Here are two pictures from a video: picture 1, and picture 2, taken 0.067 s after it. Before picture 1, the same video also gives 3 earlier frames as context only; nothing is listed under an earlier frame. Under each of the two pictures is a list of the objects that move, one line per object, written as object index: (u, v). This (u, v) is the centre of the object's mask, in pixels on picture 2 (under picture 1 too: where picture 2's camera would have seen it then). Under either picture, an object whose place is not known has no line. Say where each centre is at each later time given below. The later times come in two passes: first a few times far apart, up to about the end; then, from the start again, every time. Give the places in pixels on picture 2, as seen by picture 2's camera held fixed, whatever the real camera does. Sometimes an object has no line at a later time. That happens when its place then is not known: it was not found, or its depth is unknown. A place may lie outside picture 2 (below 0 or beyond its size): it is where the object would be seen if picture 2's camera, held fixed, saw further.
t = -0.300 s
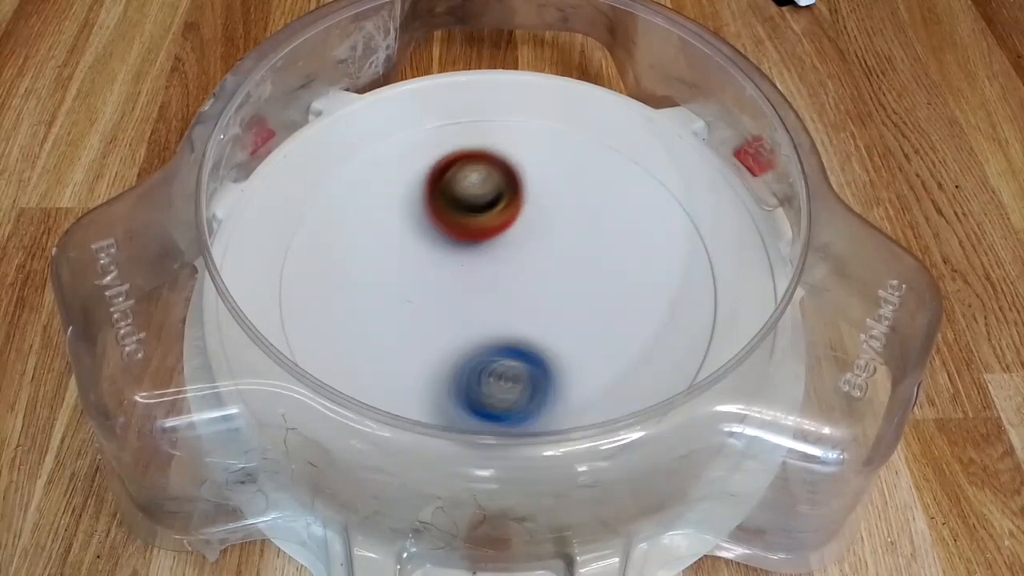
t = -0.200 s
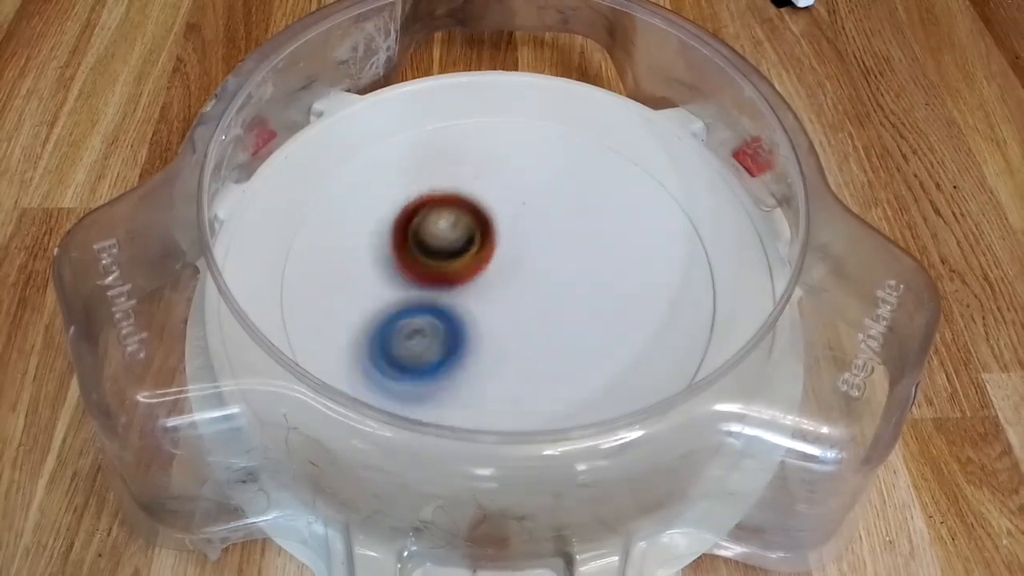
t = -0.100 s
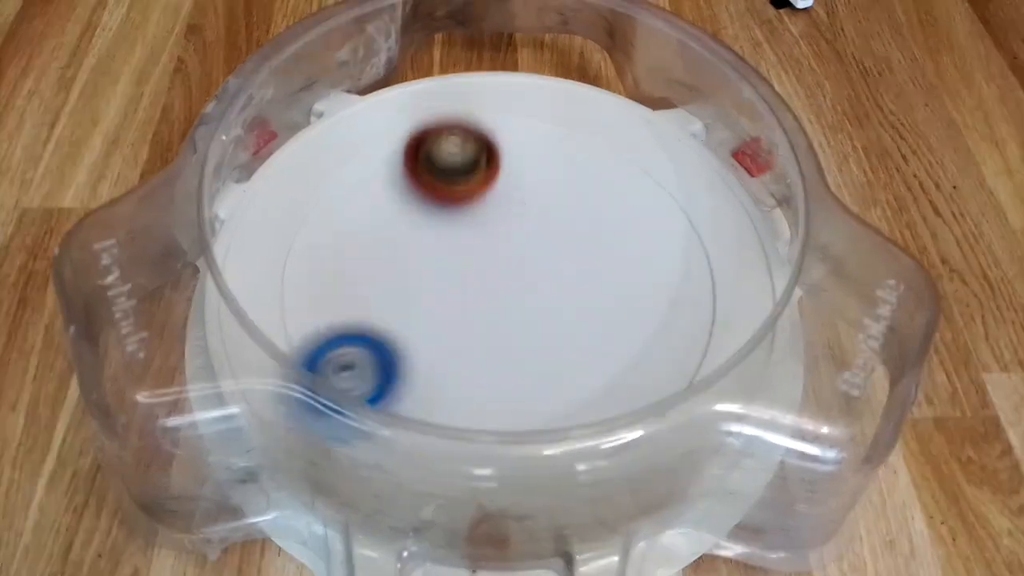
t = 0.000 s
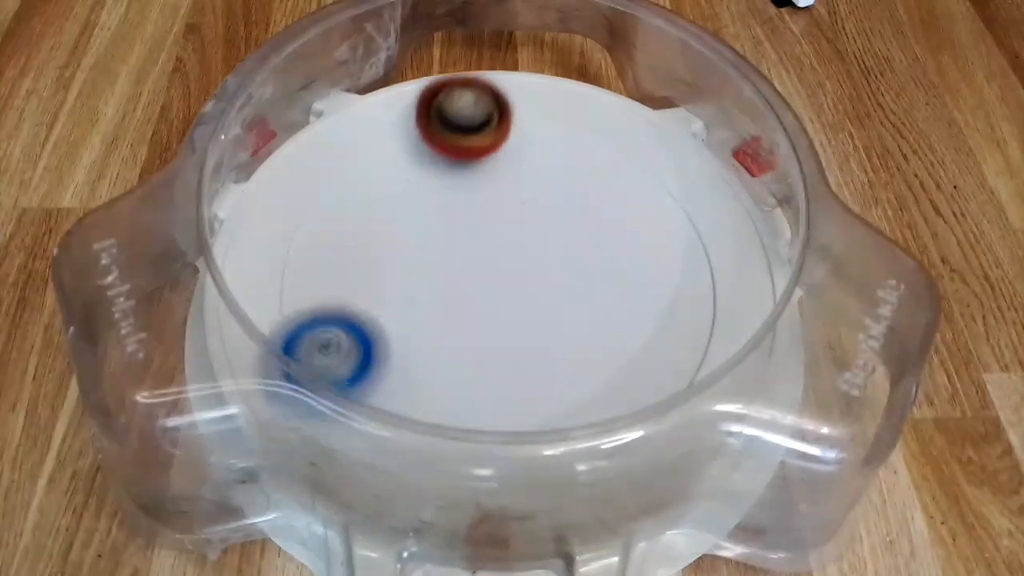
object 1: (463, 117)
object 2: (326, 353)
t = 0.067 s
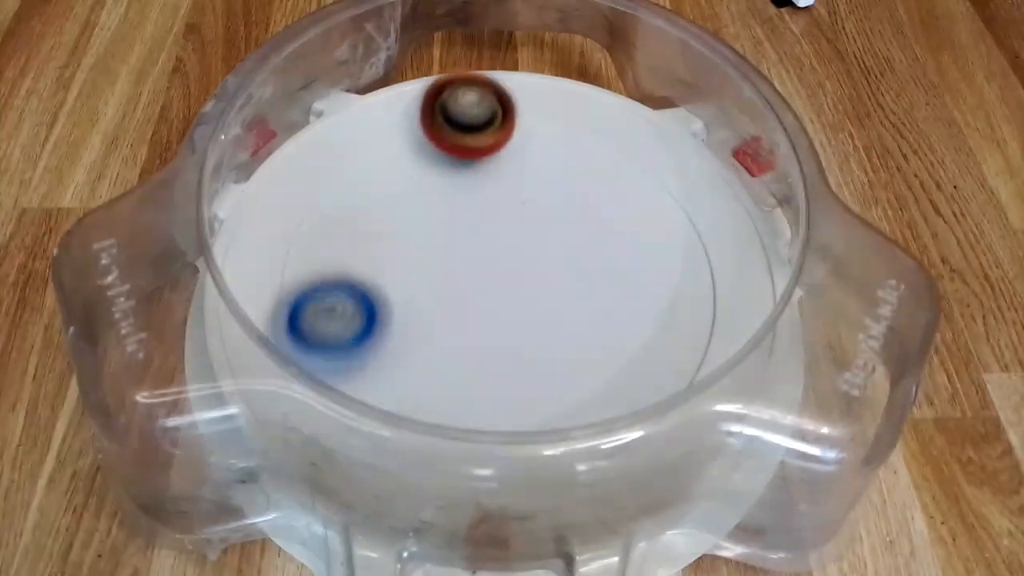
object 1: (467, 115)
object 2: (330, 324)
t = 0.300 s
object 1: (634, 156)
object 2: (282, 223)
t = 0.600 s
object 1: (396, 413)
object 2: (308, 201)
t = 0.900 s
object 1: (387, 306)
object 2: (499, 261)
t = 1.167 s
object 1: (459, 191)
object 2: (655, 369)
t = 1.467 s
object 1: (556, 248)
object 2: (500, 400)
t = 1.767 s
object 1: (607, 246)
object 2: (448, 299)
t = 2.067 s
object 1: (587, 127)
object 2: (501, 253)
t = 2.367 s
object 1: (396, 142)
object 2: (415, 312)
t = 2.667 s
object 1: (337, 250)
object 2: (468, 346)
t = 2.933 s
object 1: (361, 262)
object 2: (611, 383)
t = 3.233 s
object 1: (508, 249)
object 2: (605, 383)
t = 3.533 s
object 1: (532, 202)
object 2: (576, 301)
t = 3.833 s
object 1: (470, 155)
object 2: (539, 304)
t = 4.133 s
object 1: (364, 149)
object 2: (540, 338)
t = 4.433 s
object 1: (441, 142)
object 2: (541, 302)
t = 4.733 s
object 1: (442, 209)
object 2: (541, 388)
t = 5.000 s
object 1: (560, 245)
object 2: (440, 348)
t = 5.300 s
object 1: (600, 211)
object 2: (485, 250)
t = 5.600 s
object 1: (651, 195)
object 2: (531, 246)
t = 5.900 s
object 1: (645, 217)
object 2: (448, 262)
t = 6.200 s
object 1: (522, 311)
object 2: (479, 229)
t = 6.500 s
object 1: (502, 401)
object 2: (512, 246)
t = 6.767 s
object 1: (524, 369)
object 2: (473, 284)
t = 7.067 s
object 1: (577, 349)
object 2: (428, 189)
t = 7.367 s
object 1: (569, 279)
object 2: (480, 212)
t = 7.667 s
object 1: (584, 331)
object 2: (426, 260)
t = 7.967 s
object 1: (539, 247)
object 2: (387, 263)
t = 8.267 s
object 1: (596, 230)
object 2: (433, 305)
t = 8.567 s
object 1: (516, 228)
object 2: (493, 345)
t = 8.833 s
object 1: (494, 240)
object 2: (546, 346)
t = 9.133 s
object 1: (435, 165)
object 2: (591, 359)
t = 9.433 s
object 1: (438, 222)
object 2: (539, 304)
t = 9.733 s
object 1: (451, 269)
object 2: (565, 256)
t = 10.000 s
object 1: (457, 294)
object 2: (576, 223)
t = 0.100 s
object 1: (467, 119)
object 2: (332, 306)
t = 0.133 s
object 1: (466, 133)
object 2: (338, 285)
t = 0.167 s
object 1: (464, 148)
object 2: (347, 262)
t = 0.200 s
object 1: (462, 168)
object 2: (358, 241)
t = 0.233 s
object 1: (484, 182)
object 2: (350, 227)
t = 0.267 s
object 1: (559, 175)
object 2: (309, 225)
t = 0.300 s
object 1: (634, 156)
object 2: (282, 223)
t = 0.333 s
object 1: (694, 153)
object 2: (266, 224)
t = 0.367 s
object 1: (677, 186)
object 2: (260, 225)
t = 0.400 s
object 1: (649, 234)
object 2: (260, 223)
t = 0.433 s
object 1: (618, 259)
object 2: (264, 221)
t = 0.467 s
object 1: (578, 297)
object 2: (271, 219)
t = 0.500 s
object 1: (532, 346)
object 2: (280, 217)
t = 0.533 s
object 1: (487, 364)
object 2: (285, 210)
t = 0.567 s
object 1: (441, 383)
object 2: (294, 204)
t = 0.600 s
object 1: (396, 413)
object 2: (308, 201)
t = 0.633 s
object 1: (367, 406)
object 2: (327, 194)
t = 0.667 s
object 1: (340, 406)
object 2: (351, 192)
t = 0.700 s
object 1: (322, 402)
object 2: (374, 192)
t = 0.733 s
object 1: (316, 381)
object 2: (399, 197)
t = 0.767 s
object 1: (316, 370)
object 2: (422, 205)
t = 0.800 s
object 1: (333, 349)
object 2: (445, 218)
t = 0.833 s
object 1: (342, 338)
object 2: (465, 232)
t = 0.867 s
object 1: (360, 327)
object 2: (484, 247)
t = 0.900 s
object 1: (387, 306)
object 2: (499, 261)
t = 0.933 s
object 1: (411, 286)
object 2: (519, 279)
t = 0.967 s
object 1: (408, 269)
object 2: (555, 294)
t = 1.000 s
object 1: (408, 252)
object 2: (587, 308)
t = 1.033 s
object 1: (413, 232)
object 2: (613, 322)
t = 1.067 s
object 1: (422, 217)
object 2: (637, 336)
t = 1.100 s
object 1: (432, 207)
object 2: (650, 349)
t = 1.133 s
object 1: (445, 193)
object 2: (657, 361)
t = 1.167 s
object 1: (459, 191)
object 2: (655, 369)
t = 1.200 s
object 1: (474, 185)
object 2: (657, 391)
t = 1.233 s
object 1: (490, 184)
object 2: (638, 398)
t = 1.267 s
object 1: (504, 188)
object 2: (627, 403)
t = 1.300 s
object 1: (516, 190)
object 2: (591, 396)
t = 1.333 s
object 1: (527, 197)
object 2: (571, 400)
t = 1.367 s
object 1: (539, 206)
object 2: (552, 401)
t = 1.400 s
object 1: (548, 220)
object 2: (534, 402)
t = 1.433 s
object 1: (554, 237)
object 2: (516, 402)
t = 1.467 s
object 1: (556, 248)
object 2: (500, 400)
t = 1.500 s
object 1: (556, 269)
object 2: (484, 396)
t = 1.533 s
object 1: (555, 283)
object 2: (473, 388)
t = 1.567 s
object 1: (554, 292)
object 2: (466, 375)
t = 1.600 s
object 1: (558, 295)
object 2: (460, 361)
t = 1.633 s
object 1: (565, 289)
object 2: (454, 347)
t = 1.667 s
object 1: (571, 283)
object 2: (456, 332)
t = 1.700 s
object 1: (575, 276)
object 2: (463, 318)
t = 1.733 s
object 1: (586, 264)
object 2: (459, 306)
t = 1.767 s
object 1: (607, 246)
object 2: (448, 299)
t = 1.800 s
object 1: (623, 227)
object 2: (442, 288)
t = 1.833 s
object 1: (633, 213)
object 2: (442, 277)
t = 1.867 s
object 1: (637, 197)
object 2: (447, 265)
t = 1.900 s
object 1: (635, 184)
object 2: (455, 255)
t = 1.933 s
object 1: (628, 171)
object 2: (467, 246)
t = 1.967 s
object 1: (615, 160)
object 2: (480, 238)
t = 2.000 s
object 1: (599, 153)
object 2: (496, 233)
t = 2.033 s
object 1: (580, 150)
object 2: (511, 231)
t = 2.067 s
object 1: (587, 127)
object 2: (501, 253)
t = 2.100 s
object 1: (601, 92)
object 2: (485, 280)
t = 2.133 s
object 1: (591, 76)
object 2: (471, 301)
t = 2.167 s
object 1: (561, 74)
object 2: (459, 317)
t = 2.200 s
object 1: (530, 72)
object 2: (449, 326)
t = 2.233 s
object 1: (500, 74)
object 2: (441, 329)
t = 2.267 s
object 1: (471, 79)
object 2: (432, 329)
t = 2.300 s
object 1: (441, 90)
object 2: (425, 325)
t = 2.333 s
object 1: (419, 110)
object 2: (420, 319)
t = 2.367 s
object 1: (396, 142)
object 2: (415, 312)
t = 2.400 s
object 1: (382, 173)
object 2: (410, 303)
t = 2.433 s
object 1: (367, 202)
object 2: (409, 297)
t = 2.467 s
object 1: (343, 198)
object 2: (425, 313)
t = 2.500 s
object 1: (320, 197)
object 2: (440, 325)
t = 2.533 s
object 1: (306, 197)
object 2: (453, 333)
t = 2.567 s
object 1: (299, 203)
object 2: (461, 339)
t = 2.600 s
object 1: (302, 216)
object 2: (466, 342)
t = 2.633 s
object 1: (316, 230)
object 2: (468, 345)
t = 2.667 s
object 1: (337, 250)
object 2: (468, 346)
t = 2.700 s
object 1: (363, 268)
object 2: (467, 349)
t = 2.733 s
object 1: (377, 276)
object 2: (485, 359)
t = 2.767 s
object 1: (359, 266)
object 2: (524, 371)
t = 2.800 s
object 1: (349, 258)
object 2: (560, 381)
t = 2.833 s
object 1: (344, 253)
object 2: (581, 383)
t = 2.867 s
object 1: (345, 253)
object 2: (596, 383)
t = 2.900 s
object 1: (350, 256)
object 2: (605, 383)
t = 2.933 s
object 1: (361, 262)
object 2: (611, 383)
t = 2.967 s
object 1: (375, 269)
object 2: (617, 383)
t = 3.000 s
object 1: (390, 274)
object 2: (615, 384)
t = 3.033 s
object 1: (408, 277)
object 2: (615, 385)
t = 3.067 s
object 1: (427, 275)
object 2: (613, 386)
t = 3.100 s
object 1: (445, 271)
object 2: (609, 387)
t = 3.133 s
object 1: (463, 267)
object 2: (607, 387)
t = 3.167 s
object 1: (480, 263)
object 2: (605, 386)
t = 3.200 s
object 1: (495, 257)
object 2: (605, 385)
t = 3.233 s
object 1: (508, 249)
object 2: (605, 383)
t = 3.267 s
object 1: (518, 242)
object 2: (605, 380)
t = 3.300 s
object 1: (527, 233)
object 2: (603, 376)
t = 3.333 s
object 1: (532, 222)
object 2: (598, 369)
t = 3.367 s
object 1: (536, 217)
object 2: (593, 359)
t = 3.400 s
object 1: (538, 210)
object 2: (591, 348)
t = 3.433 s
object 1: (540, 209)
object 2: (587, 336)
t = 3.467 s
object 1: (538, 205)
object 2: (583, 324)
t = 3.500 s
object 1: (537, 206)
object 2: (580, 313)
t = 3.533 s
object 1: (532, 202)
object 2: (576, 301)
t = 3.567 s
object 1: (529, 203)
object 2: (574, 291)
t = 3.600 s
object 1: (523, 188)
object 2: (576, 296)
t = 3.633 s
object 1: (513, 154)
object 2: (580, 311)
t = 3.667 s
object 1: (504, 128)
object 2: (579, 321)
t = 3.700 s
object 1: (495, 107)
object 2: (575, 325)
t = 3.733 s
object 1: (485, 95)
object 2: (568, 324)
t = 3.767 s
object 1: (479, 109)
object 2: (557, 320)
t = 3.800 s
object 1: (474, 130)
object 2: (549, 314)
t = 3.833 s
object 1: (470, 155)
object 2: (539, 304)
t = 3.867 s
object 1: (466, 174)
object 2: (532, 295)
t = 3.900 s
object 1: (462, 199)
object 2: (526, 286)
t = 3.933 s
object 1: (446, 202)
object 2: (537, 294)
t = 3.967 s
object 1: (421, 187)
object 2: (553, 310)
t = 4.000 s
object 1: (398, 172)
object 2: (565, 320)
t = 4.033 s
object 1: (382, 161)
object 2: (568, 328)
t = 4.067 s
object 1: (372, 154)
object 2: (563, 333)
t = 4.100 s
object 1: (366, 150)
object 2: (553, 336)
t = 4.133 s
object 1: (364, 149)
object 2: (540, 338)
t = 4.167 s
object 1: (365, 150)
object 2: (528, 335)
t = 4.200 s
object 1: (369, 154)
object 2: (515, 330)
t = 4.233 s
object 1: (377, 157)
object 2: (505, 320)
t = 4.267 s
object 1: (390, 163)
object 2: (497, 309)
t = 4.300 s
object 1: (406, 170)
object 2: (493, 296)
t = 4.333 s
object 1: (426, 177)
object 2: (491, 284)
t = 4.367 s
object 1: (445, 185)
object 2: (494, 273)
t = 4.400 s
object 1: (447, 168)
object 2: (516, 286)
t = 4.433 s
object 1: (441, 142)
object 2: (541, 302)
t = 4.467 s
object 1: (436, 123)
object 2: (561, 316)
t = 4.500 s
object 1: (432, 113)
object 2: (574, 329)
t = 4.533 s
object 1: (428, 109)
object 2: (580, 340)
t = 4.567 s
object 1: (428, 119)
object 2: (581, 350)
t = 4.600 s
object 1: (429, 135)
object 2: (579, 360)
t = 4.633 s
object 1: (432, 154)
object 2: (574, 370)
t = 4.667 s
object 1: (434, 172)
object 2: (567, 379)
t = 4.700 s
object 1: (437, 191)
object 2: (555, 384)
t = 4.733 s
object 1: (442, 209)
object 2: (541, 388)
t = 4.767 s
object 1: (449, 225)
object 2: (527, 388)
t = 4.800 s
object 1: (459, 240)
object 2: (511, 386)
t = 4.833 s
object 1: (472, 254)
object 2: (496, 381)
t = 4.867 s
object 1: (487, 264)
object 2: (484, 372)
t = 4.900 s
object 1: (507, 263)
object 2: (470, 370)
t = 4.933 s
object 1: (529, 259)
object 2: (457, 366)
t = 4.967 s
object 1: (546, 253)
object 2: (448, 358)
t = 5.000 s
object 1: (560, 245)
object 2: (440, 348)
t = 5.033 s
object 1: (573, 240)
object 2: (435, 335)
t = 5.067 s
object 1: (582, 235)
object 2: (434, 322)
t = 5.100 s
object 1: (587, 228)
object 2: (435, 308)
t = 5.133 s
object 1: (591, 223)
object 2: (439, 296)
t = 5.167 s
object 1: (593, 219)
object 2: (446, 284)
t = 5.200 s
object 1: (596, 214)
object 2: (454, 273)
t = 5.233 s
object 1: (598, 212)
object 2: (465, 263)
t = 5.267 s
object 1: (600, 211)
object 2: (475, 255)
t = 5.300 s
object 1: (600, 211)
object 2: (485, 250)
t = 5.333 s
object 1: (608, 207)
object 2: (490, 245)
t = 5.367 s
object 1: (617, 203)
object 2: (495, 242)
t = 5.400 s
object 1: (622, 202)
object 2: (504, 238)
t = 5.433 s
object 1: (627, 201)
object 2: (512, 235)
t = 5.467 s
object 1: (640, 199)
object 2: (512, 235)
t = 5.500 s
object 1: (647, 198)
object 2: (517, 236)
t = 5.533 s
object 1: (650, 197)
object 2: (524, 237)
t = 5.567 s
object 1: (647, 197)
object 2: (532, 240)
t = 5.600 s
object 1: (651, 195)
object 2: (531, 246)
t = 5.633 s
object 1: (659, 191)
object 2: (525, 253)
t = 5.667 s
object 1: (663, 187)
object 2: (517, 260)
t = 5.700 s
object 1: (664, 184)
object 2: (509, 265)
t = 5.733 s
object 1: (663, 182)
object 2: (499, 267)
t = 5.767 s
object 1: (662, 183)
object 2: (487, 268)
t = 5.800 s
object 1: (660, 186)
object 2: (476, 269)
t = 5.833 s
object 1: (656, 193)
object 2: (466, 269)
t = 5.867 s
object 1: (651, 203)
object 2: (456, 266)
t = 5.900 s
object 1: (645, 217)
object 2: (448, 262)
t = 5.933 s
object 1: (635, 233)
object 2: (442, 255)
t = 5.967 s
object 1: (624, 252)
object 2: (437, 249)
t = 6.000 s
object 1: (610, 268)
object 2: (437, 241)
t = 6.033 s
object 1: (595, 282)
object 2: (438, 234)
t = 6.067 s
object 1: (578, 292)
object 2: (443, 228)
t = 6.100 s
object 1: (562, 300)
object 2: (451, 225)
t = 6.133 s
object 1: (547, 305)
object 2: (461, 224)
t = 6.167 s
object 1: (533, 308)
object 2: (470, 226)
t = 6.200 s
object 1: (522, 311)
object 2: (479, 229)
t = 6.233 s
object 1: (518, 328)
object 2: (485, 227)
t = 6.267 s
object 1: (517, 347)
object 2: (488, 223)
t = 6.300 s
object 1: (514, 365)
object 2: (492, 222)
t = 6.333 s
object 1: (507, 380)
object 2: (497, 222)
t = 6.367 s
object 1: (501, 389)
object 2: (502, 224)
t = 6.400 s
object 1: (499, 394)
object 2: (507, 228)
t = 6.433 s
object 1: (499, 397)
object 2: (510, 233)
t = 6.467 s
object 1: (501, 399)
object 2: (512, 239)
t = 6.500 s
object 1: (502, 401)
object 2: (512, 246)
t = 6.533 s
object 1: (506, 403)
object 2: (511, 252)
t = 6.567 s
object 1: (510, 402)
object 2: (509, 259)
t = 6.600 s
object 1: (512, 400)
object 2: (506, 266)
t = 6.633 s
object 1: (516, 397)
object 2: (501, 271)
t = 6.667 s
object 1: (519, 392)
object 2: (496, 276)
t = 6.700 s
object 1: (521, 386)
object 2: (491, 281)
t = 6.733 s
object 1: (521, 376)
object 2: (484, 284)
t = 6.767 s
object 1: (524, 369)
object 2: (473, 284)
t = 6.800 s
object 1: (550, 387)
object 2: (451, 265)
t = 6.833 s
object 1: (566, 395)
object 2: (433, 245)
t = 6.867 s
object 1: (581, 398)
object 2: (420, 229)
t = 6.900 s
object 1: (590, 399)
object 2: (414, 217)
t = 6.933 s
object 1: (593, 397)
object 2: (412, 208)
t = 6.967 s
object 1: (592, 391)
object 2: (414, 201)
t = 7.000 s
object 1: (587, 383)
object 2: (417, 196)
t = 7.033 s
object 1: (583, 369)
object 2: (423, 192)
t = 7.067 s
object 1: (577, 349)
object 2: (428, 189)
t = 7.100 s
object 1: (572, 330)
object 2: (435, 187)
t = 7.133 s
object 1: (565, 312)
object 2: (443, 186)
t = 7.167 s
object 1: (558, 297)
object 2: (452, 188)
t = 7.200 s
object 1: (551, 284)
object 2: (462, 191)
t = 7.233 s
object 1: (547, 272)
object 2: (473, 197)
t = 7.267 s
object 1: (546, 267)
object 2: (477, 201)
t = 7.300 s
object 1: (558, 270)
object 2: (476, 202)
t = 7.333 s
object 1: (564, 275)
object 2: (477, 205)
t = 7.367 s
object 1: (569, 279)
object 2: (480, 212)
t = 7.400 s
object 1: (570, 286)
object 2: (484, 222)
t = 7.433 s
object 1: (567, 292)
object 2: (484, 230)
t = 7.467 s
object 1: (566, 299)
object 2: (482, 237)
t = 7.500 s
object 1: (580, 315)
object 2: (468, 240)
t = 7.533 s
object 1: (590, 328)
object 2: (457, 244)
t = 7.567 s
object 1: (596, 337)
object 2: (451, 248)
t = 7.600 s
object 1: (597, 338)
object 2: (442, 252)
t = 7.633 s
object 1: (592, 336)
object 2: (435, 255)
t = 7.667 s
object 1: (584, 331)
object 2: (426, 260)
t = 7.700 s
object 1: (578, 324)
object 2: (418, 263)
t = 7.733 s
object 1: (573, 314)
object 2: (411, 266)
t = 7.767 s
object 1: (568, 302)
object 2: (403, 269)
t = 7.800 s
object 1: (562, 289)
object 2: (395, 270)
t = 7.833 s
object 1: (557, 277)
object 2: (388, 271)
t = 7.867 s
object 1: (553, 266)
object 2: (383, 269)
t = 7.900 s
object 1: (550, 258)
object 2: (381, 267)
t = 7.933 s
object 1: (544, 252)
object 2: (382, 265)
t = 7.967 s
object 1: (539, 247)
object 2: (387, 263)
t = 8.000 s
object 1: (535, 245)
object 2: (393, 263)
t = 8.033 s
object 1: (530, 245)
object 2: (402, 263)
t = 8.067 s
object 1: (524, 246)
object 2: (411, 266)
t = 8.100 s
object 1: (527, 246)
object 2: (417, 271)
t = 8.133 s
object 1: (548, 241)
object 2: (416, 278)
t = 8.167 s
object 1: (565, 236)
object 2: (419, 286)
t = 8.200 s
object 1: (578, 231)
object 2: (423, 293)
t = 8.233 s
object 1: (589, 231)
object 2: (427, 298)
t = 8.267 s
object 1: (596, 230)
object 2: (433, 305)
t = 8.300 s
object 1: (598, 229)
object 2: (439, 310)
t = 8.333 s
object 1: (594, 229)
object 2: (444, 316)
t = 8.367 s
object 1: (588, 231)
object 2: (450, 321)
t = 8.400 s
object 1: (581, 231)
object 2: (456, 326)
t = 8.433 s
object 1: (567, 229)
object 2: (464, 331)
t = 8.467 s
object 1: (552, 230)
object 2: (469, 334)
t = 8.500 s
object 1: (539, 231)
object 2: (477, 338)
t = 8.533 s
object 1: (528, 229)
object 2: (485, 341)
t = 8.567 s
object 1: (516, 228)
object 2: (493, 345)
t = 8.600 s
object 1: (506, 229)
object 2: (500, 346)
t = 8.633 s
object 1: (500, 227)
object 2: (508, 348)
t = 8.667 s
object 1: (494, 229)
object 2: (516, 349)
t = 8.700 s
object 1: (491, 230)
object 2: (522, 350)
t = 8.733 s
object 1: (490, 231)
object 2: (529, 351)
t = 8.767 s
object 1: (490, 235)
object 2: (535, 349)
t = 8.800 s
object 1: (491, 237)
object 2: (540, 349)
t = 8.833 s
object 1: (494, 240)
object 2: (546, 346)
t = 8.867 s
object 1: (498, 246)
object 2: (549, 343)
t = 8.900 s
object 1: (502, 248)
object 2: (554, 339)
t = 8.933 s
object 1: (505, 248)
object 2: (560, 340)
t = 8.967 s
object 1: (496, 232)
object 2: (574, 350)
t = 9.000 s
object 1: (483, 212)
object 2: (583, 353)
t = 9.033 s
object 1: (472, 199)
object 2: (588, 355)
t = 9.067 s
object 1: (460, 186)
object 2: (590, 358)
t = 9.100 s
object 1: (449, 173)
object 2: (590, 359)
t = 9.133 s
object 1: (435, 165)
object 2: (591, 359)
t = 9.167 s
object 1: (426, 160)
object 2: (586, 357)
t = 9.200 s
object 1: (417, 159)
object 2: (584, 355)
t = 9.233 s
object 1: (410, 158)
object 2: (579, 351)
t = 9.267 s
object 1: (409, 165)
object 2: (572, 344)
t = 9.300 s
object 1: (409, 169)
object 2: (564, 337)
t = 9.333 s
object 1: (415, 182)
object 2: (557, 330)
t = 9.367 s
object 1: (421, 191)
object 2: (551, 321)
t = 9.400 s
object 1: (429, 209)
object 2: (544, 312)
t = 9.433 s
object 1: (438, 222)
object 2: (539, 304)
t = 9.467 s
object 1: (444, 236)
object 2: (535, 297)
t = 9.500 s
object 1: (439, 238)
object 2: (543, 295)
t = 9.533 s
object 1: (434, 243)
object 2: (547, 291)
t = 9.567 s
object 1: (434, 243)
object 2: (550, 286)
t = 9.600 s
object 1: (435, 248)
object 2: (553, 280)
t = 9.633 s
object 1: (442, 250)
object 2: (555, 275)
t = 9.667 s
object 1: (446, 259)
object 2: (556, 270)
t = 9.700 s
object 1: (454, 261)
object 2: (559, 264)
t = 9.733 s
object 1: (451, 269)
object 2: (565, 256)
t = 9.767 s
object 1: (446, 275)
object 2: (571, 249)
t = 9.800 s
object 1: (444, 280)
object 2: (574, 243)
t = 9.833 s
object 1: (441, 285)
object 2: (575, 240)
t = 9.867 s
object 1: (442, 285)
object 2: (577, 235)
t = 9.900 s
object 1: (443, 290)
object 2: (578, 232)
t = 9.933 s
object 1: (447, 290)
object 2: (578, 229)
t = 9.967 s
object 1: (450, 295)
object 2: (577, 225)
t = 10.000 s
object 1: (457, 294)
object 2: (576, 223)
